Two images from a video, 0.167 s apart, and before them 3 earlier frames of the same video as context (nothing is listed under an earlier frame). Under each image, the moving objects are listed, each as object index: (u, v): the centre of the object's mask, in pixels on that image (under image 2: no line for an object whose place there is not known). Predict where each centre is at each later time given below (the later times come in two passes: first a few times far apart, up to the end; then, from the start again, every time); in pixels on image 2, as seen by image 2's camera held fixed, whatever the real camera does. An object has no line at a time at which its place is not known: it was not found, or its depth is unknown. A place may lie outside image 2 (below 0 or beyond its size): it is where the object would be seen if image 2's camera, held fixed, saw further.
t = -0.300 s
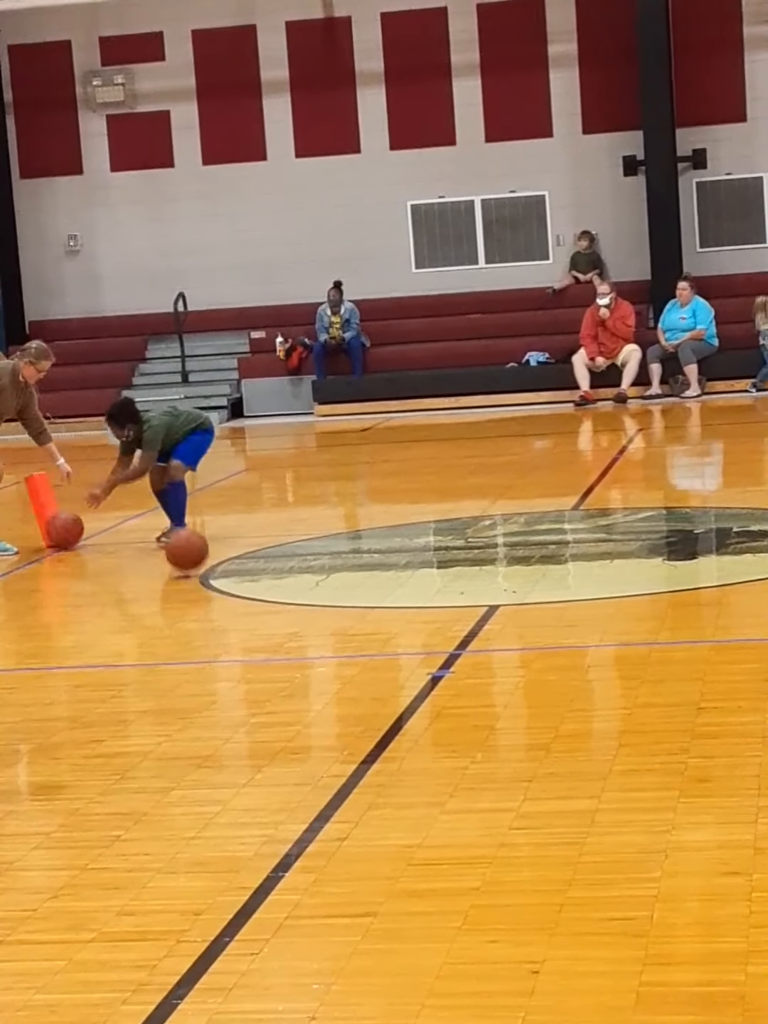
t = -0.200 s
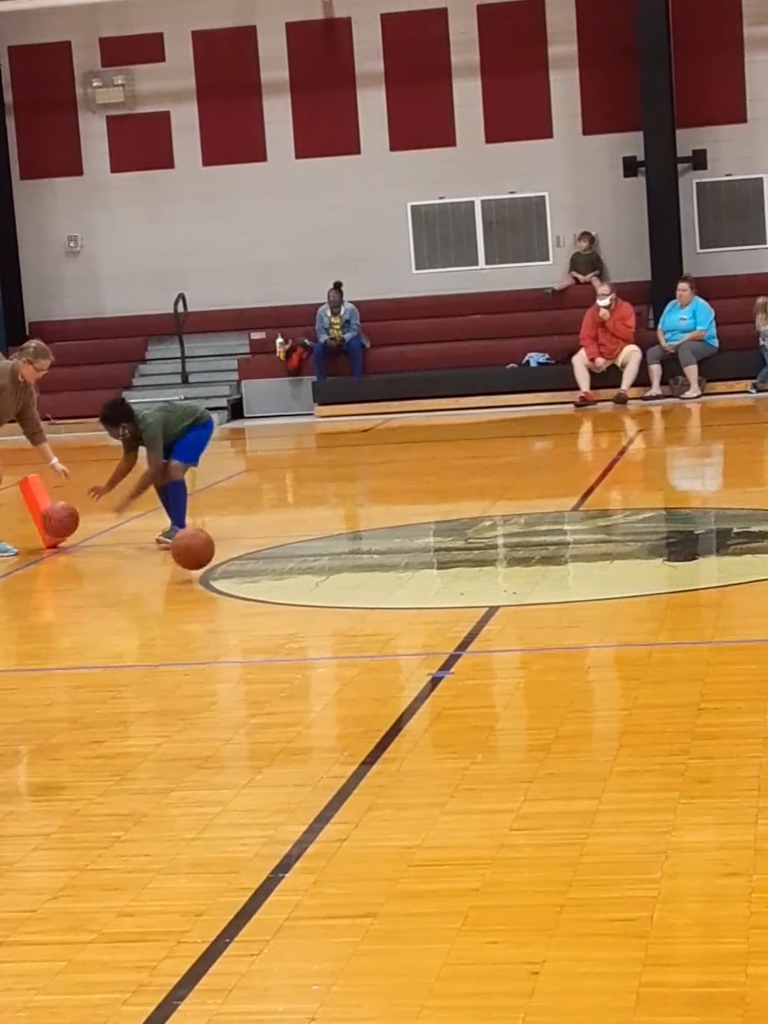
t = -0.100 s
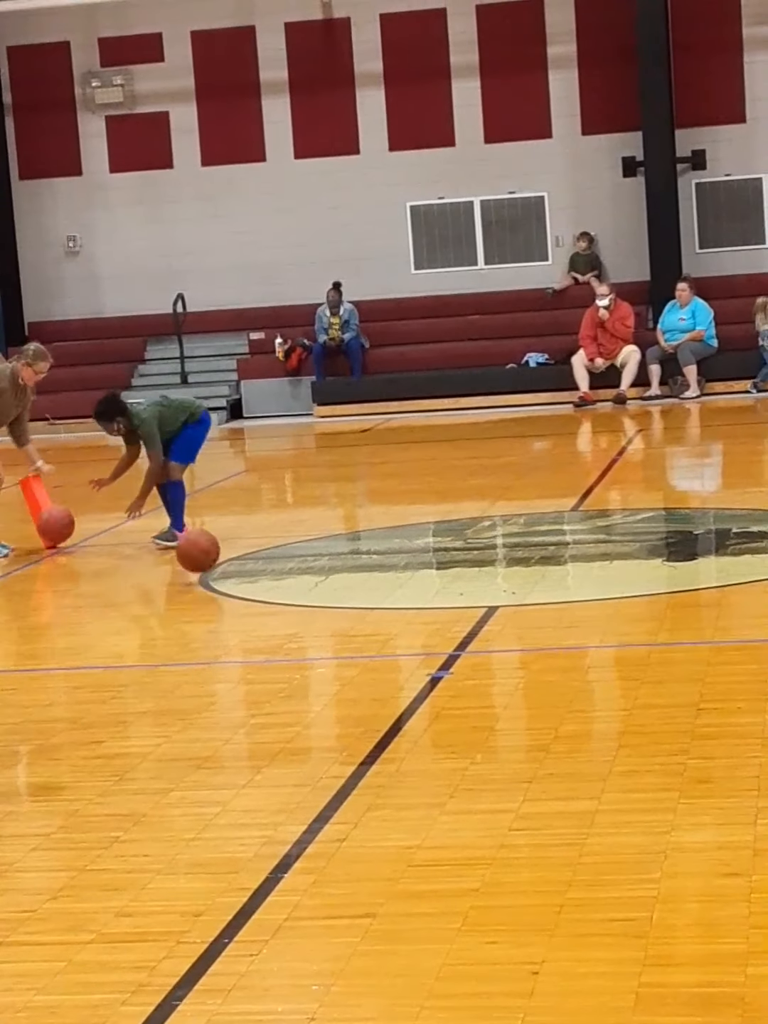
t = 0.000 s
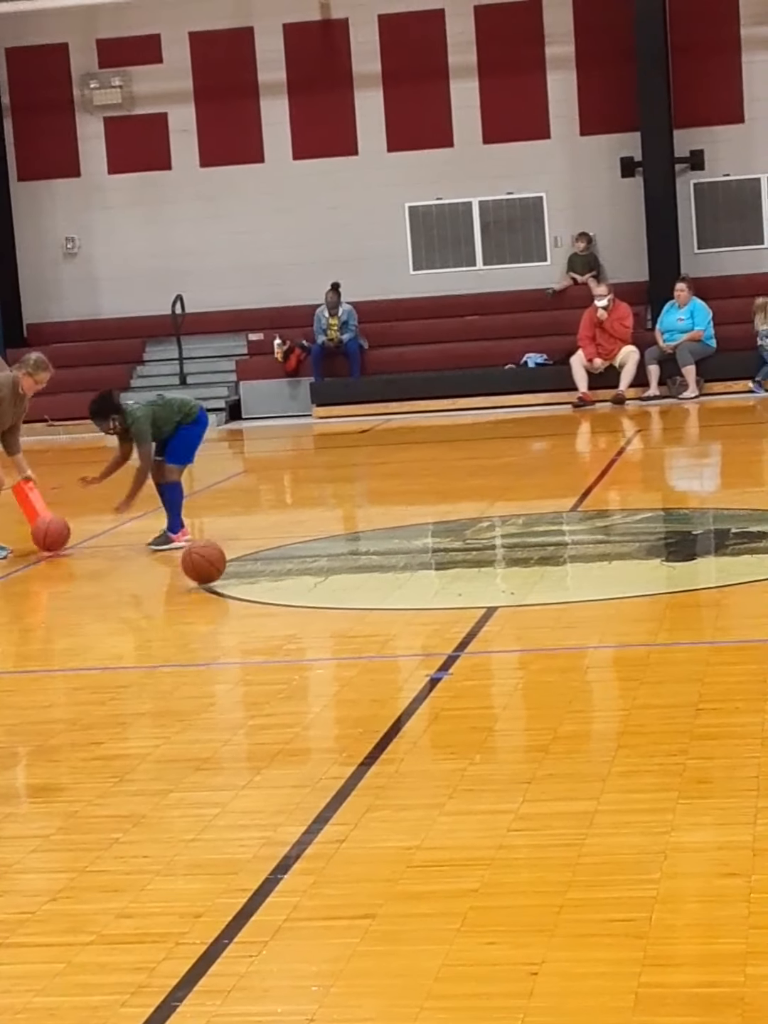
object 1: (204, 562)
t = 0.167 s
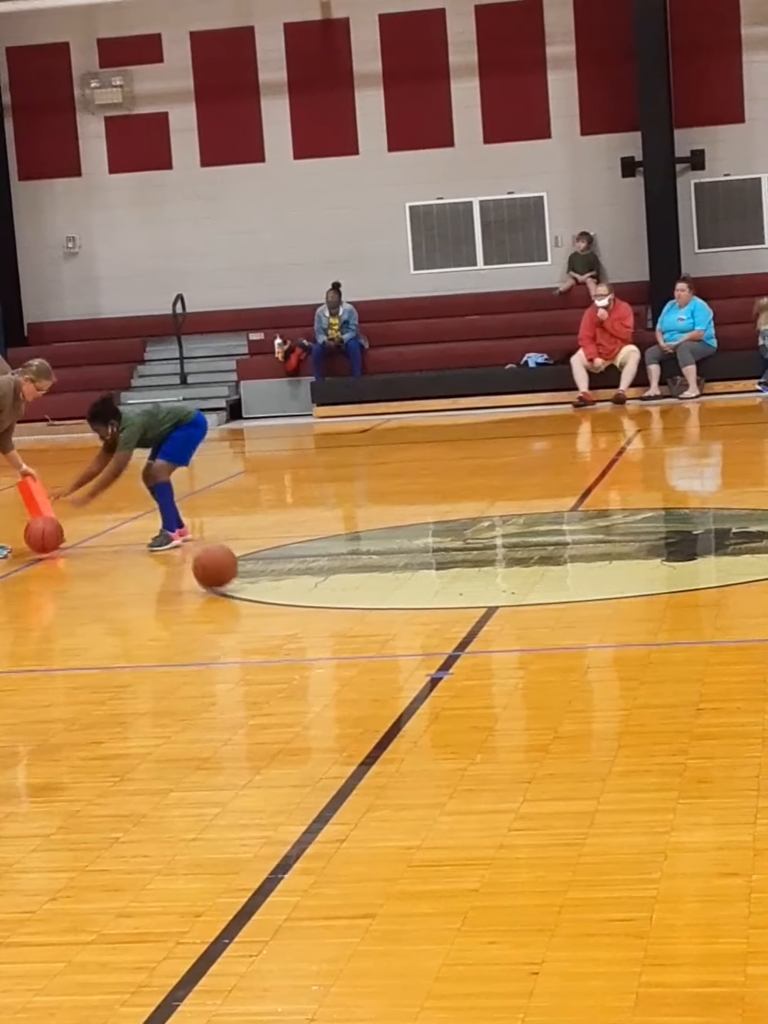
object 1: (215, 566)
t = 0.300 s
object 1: (222, 566)
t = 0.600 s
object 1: (240, 579)
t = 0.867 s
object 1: (256, 590)
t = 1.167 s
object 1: (272, 602)
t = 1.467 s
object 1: (288, 614)
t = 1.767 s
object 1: (305, 625)
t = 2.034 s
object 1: (320, 637)
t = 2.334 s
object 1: (337, 649)
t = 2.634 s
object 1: (353, 663)
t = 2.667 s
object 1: (355, 665)
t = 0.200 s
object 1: (217, 570)
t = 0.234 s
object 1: (218, 567)
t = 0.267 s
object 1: (220, 565)
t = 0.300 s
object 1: (222, 566)
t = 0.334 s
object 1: (224, 568)
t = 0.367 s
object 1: (226, 574)
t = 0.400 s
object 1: (228, 575)
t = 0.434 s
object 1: (230, 573)
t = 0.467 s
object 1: (232, 573)
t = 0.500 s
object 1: (234, 574)
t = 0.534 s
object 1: (236, 578)
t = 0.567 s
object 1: (238, 581)
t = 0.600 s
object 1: (240, 579)
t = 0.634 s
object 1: (241, 580)
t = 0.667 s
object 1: (243, 581)
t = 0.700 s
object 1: (247, 585)
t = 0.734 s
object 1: (249, 585)
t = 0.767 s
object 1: (251, 588)
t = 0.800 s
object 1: (253, 590)
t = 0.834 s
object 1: (254, 589)
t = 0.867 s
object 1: (256, 590)
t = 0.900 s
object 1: (258, 594)
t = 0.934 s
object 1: (260, 593)
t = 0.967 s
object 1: (262, 594)
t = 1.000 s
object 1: (264, 597)
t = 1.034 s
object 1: (265, 597)
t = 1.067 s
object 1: (267, 599)
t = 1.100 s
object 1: (269, 600)
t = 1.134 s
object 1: (271, 601)
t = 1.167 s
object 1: (272, 602)
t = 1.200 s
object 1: (274, 603)
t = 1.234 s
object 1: (276, 605)
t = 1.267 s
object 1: (278, 606)
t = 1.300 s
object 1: (280, 607)
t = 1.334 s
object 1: (281, 608)
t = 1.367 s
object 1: (283, 609)
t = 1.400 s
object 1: (285, 611)
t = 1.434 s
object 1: (287, 613)
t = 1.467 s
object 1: (288, 614)
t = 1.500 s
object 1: (290, 615)
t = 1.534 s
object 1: (292, 616)
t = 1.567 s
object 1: (294, 618)
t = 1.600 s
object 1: (296, 619)
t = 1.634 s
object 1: (298, 620)
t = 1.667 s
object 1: (300, 621)
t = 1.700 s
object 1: (301, 622)
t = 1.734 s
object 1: (303, 624)
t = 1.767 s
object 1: (305, 625)
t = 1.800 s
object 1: (307, 627)
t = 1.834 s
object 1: (309, 628)
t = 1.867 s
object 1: (311, 630)
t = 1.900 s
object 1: (313, 631)
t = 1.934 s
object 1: (314, 632)
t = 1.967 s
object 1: (316, 634)
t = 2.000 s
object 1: (318, 635)
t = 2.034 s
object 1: (320, 637)
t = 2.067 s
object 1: (322, 638)
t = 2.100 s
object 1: (323, 639)
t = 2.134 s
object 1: (325, 641)
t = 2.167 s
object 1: (327, 642)
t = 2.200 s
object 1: (329, 644)
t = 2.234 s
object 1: (331, 645)
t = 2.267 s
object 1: (333, 646)
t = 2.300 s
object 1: (335, 648)
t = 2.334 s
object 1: (337, 649)
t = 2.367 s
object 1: (339, 651)
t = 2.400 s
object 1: (340, 653)
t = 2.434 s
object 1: (342, 654)
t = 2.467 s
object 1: (344, 655)
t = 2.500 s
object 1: (346, 657)
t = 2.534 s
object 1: (348, 658)
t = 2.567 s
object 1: (350, 660)
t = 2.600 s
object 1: (351, 662)
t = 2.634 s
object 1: (353, 663)
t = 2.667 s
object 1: (355, 665)
